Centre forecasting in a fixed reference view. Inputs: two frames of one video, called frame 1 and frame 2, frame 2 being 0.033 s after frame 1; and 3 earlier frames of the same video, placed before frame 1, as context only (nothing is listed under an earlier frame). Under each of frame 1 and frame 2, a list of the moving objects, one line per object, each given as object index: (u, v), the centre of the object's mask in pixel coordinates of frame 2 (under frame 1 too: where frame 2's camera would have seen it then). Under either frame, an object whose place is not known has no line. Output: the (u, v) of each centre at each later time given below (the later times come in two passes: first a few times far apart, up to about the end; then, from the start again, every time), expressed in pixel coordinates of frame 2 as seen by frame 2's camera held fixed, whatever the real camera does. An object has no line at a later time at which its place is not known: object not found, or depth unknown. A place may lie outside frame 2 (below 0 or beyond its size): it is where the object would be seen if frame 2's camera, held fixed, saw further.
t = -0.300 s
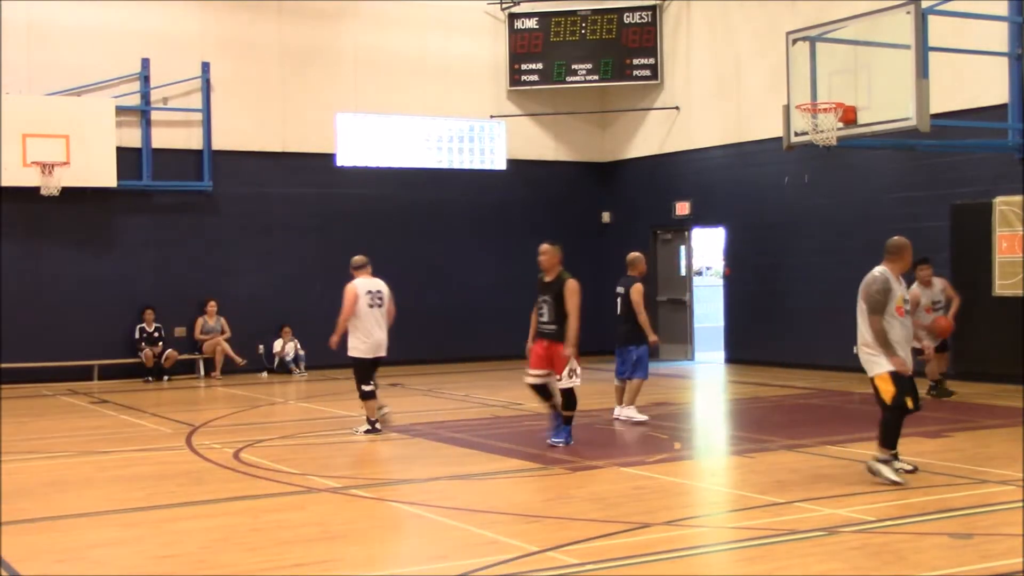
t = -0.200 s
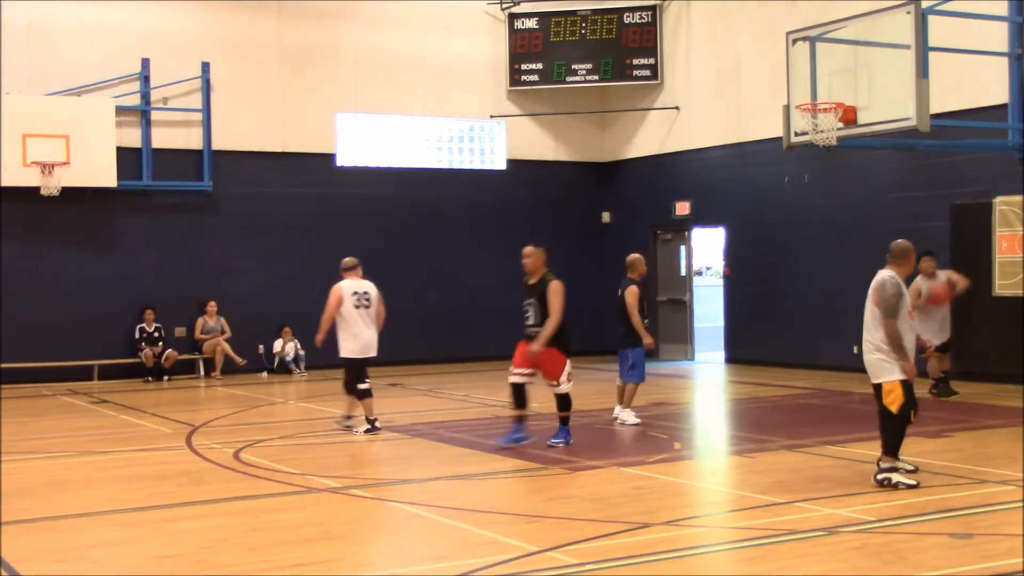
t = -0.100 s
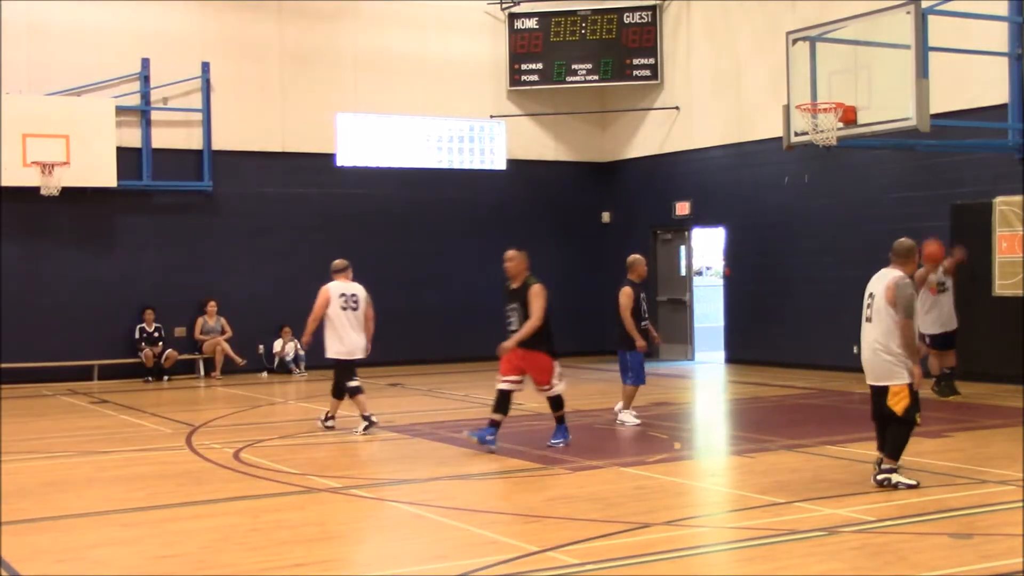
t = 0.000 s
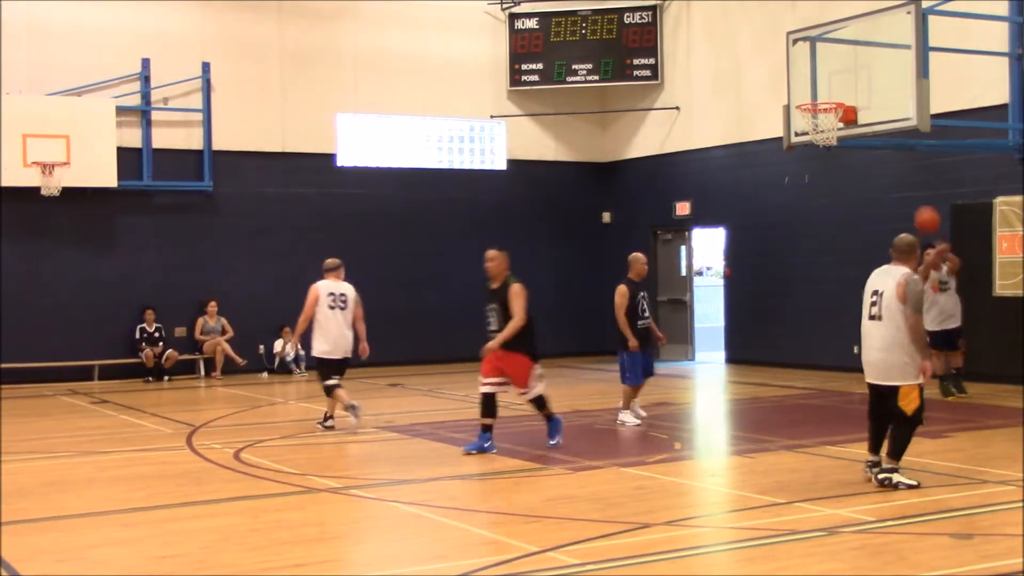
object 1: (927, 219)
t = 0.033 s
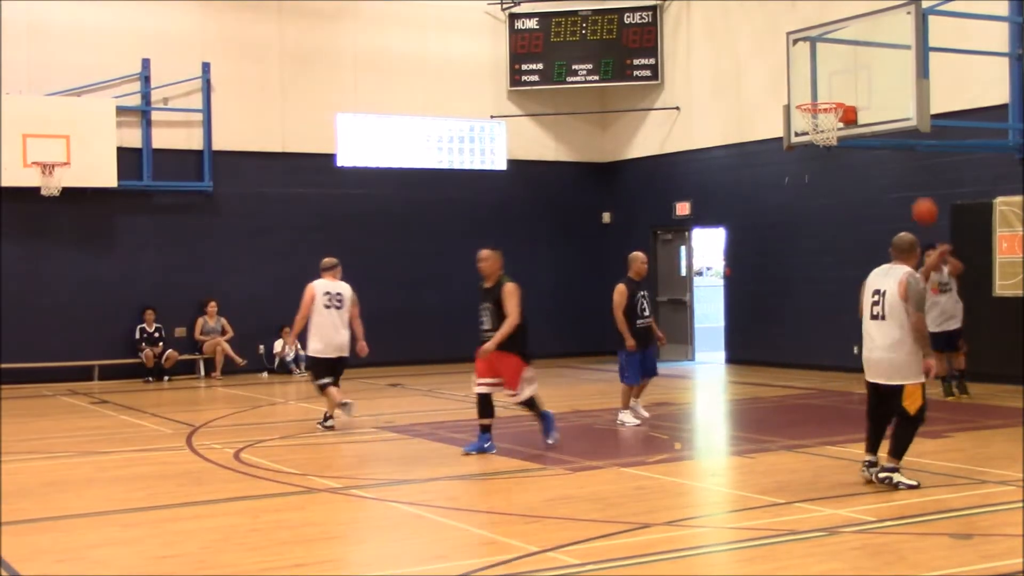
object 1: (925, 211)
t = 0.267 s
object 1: (905, 170)
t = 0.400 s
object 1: (891, 170)
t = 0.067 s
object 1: (922, 202)
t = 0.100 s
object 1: (920, 194)
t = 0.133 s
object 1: (917, 188)
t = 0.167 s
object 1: (913, 182)
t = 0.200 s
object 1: (910, 177)
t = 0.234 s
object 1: (907, 172)
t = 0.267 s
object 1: (905, 170)
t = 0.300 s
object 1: (901, 168)
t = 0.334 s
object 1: (898, 167)
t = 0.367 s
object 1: (895, 168)
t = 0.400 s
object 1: (891, 170)
